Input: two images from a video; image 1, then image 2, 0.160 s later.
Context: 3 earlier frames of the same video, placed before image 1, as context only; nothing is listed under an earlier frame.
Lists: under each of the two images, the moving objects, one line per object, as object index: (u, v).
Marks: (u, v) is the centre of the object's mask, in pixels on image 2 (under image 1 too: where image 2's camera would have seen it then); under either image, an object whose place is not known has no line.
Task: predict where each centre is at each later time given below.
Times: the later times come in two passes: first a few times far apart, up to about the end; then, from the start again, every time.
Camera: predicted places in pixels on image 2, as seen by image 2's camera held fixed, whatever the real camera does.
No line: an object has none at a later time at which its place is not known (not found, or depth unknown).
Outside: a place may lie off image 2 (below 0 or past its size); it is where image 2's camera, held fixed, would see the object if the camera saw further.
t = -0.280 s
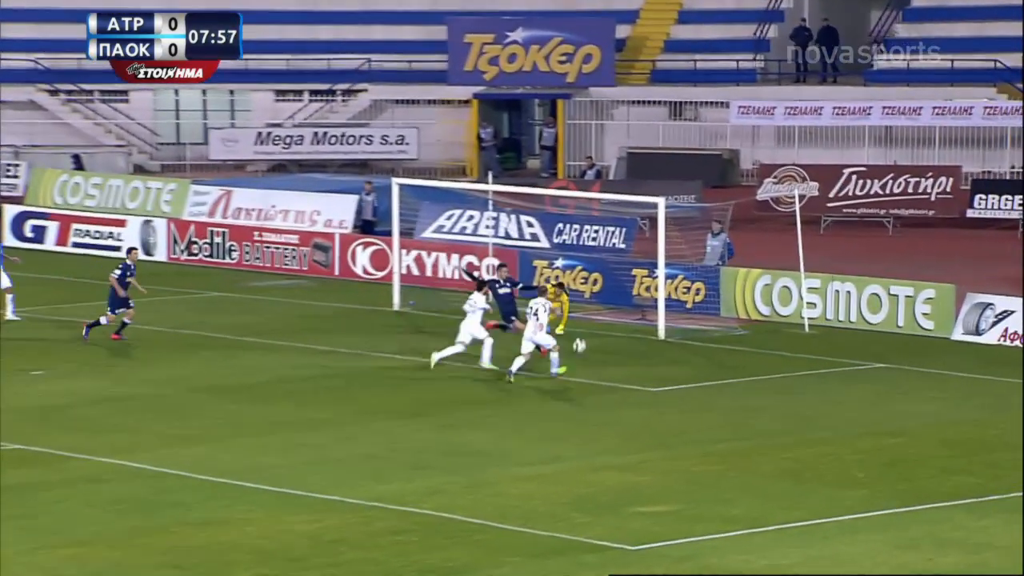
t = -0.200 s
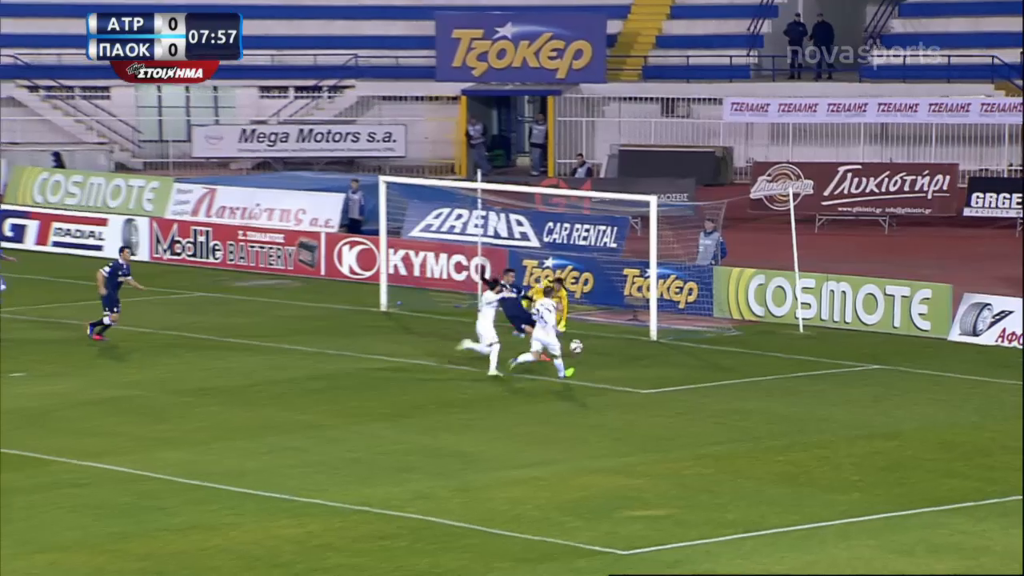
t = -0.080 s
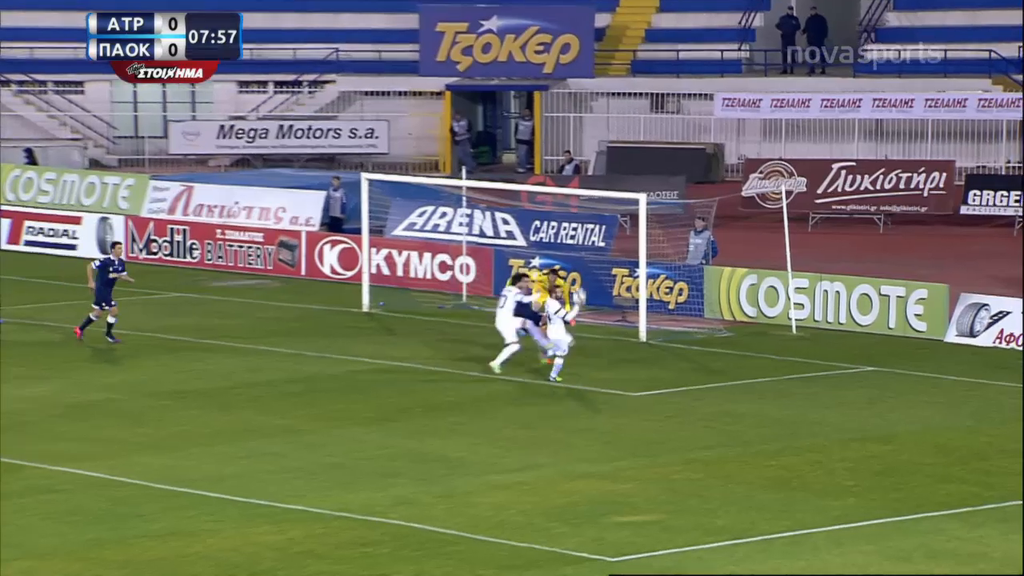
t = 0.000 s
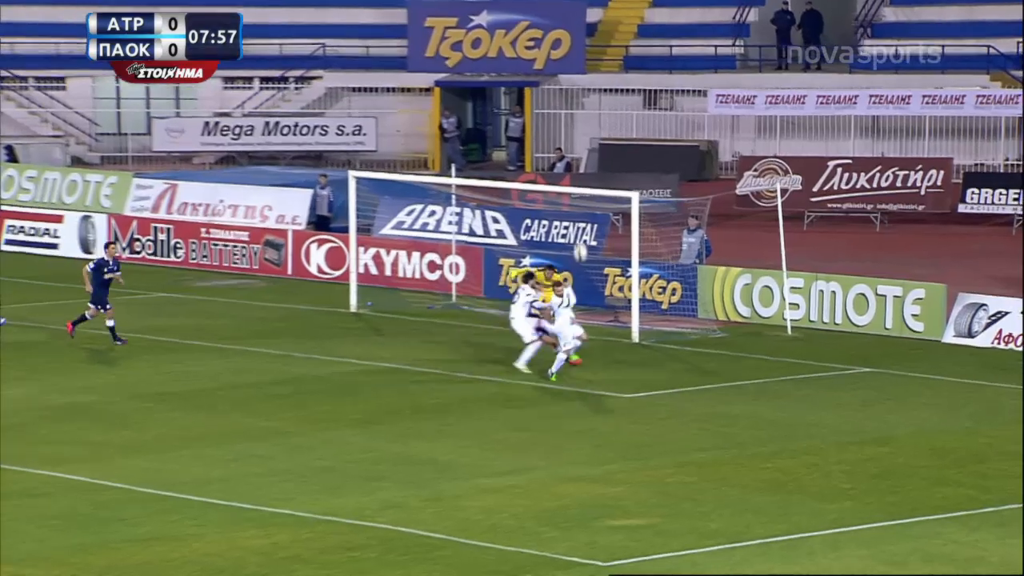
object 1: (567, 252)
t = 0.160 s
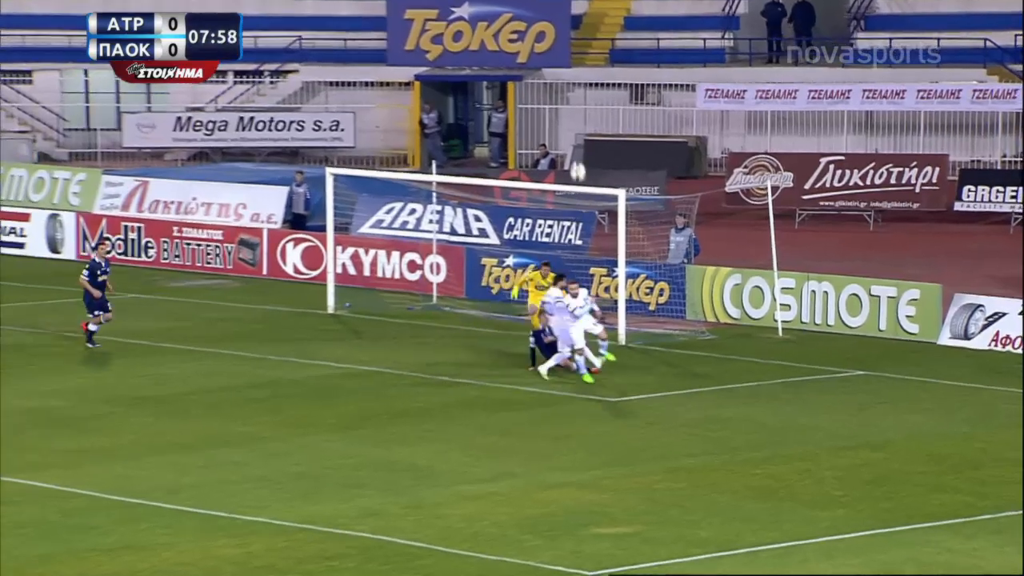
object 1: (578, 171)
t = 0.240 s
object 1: (580, 139)
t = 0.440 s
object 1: (576, 80)
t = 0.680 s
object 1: (559, 52)
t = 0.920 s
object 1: (526, 82)
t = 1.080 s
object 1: (501, 144)
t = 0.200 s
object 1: (578, 155)
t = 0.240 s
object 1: (580, 139)
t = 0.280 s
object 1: (579, 124)
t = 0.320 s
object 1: (580, 111)
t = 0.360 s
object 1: (578, 99)
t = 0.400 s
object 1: (577, 89)
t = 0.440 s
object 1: (576, 80)
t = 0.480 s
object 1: (575, 71)
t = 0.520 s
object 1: (572, 64)
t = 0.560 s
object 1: (570, 59)
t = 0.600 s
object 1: (567, 55)
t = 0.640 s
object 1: (563, 53)
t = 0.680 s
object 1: (559, 52)
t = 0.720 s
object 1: (554, 53)
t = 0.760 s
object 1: (549, 56)
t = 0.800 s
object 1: (544, 60)
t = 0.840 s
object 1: (538, 66)
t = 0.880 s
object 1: (532, 73)
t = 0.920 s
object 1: (526, 82)
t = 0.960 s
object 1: (520, 95)
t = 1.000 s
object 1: (514, 109)
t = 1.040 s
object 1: (508, 125)
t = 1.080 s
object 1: (501, 144)
